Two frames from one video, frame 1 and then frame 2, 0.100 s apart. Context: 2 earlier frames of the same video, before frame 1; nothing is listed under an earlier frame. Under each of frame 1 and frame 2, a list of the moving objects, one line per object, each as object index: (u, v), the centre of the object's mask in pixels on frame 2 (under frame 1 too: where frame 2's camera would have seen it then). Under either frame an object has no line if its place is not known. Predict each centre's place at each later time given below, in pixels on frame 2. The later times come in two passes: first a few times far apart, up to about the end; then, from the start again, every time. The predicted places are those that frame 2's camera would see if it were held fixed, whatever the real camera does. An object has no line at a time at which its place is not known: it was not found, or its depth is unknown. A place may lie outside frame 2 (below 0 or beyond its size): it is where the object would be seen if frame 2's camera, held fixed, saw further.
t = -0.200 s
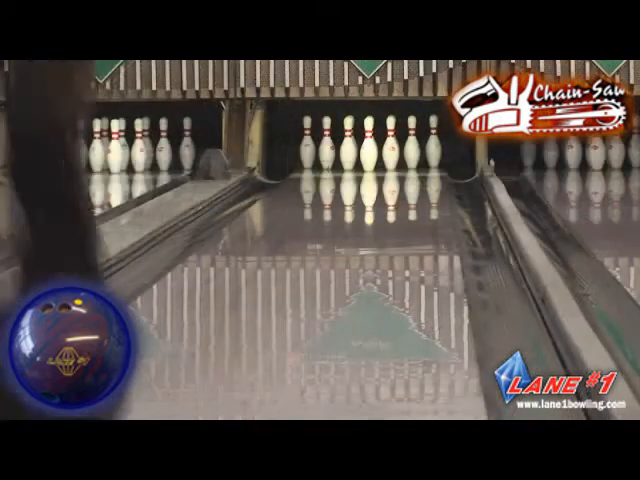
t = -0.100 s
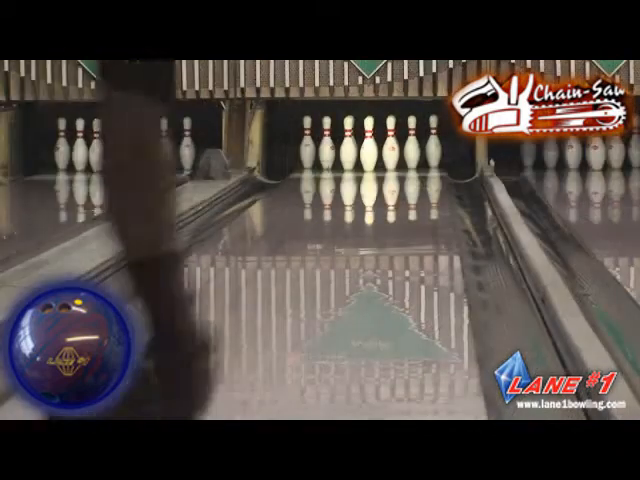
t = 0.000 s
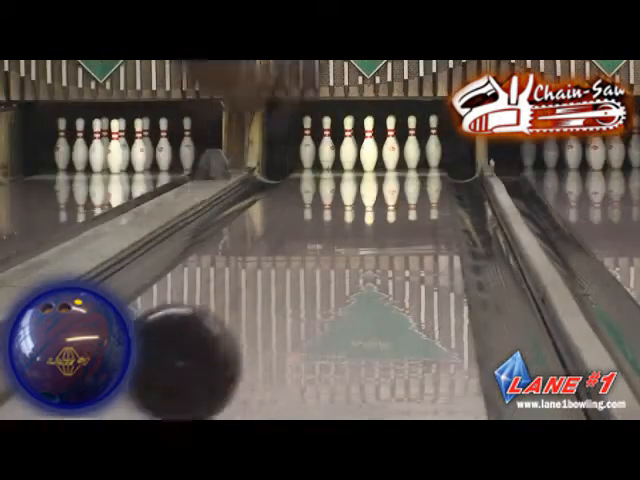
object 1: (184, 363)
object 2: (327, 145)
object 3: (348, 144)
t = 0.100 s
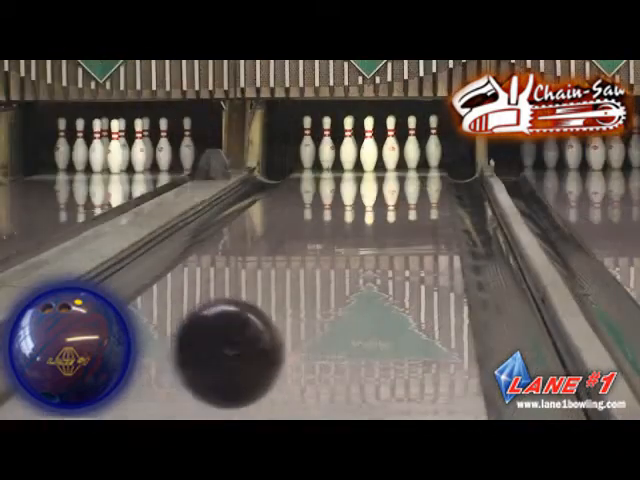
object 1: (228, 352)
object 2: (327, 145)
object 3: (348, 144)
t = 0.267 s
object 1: (288, 335)
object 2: (327, 145)
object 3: (348, 144)
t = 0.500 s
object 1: (342, 284)
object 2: (327, 145)
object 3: (348, 145)
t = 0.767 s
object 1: (380, 246)
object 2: (327, 145)
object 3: (348, 144)
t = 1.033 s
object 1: (404, 219)
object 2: (327, 145)
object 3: (348, 145)
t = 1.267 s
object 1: (416, 201)
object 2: (327, 145)
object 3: (348, 145)
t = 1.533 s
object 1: (421, 186)
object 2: (327, 145)
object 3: (348, 145)
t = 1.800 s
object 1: (417, 175)
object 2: (327, 145)
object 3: (348, 145)
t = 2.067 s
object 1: (405, 166)
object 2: (327, 145)
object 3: (348, 145)
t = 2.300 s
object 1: (388, 160)
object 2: (327, 145)
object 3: (348, 145)
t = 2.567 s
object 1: (381, 155)
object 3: (321, 141)
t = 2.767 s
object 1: (382, 154)
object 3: (307, 155)
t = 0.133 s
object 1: (242, 360)
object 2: (327, 145)
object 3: (348, 144)
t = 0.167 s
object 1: (256, 366)
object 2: (327, 145)
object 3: (348, 144)
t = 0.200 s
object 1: (268, 352)
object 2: (327, 145)
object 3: (348, 144)
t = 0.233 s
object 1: (278, 343)
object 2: (327, 145)
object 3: (348, 144)
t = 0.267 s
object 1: (288, 335)
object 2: (327, 145)
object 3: (348, 144)
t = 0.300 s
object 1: (298, 327)
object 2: (327, 145)
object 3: (348, 144)
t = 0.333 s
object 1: (306, 319)
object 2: (327, 145)
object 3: (348, 145)
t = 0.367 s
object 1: (315, 311)
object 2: (327, 145)
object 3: (348, 144)
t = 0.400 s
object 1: (322, 303)
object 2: (327, 145)
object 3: (348, 144)
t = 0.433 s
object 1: (329, 297)
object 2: (327, 145)
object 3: (348, 144)
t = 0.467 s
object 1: (336, 291)
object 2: (327, 145)
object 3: (348, 144)
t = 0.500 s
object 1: (342, 284)
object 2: (327, 145)
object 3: (348, 145)
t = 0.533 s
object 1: (348, 279)
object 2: (327, 145)
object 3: (348, 144)
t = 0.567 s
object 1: (353, 273)
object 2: (327, 153)
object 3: (348, 145)
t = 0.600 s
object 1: (358, 269)
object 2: (327, 145)
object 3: (348, 144)
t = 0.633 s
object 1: (364, 264)
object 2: (327, 145)
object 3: (348, 144)
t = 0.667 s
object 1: (368, 259)
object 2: (327, 145)
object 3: (348, 145)
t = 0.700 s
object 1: (372, 255)
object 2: (327, 145)
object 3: (348, 144)
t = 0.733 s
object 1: (376, 251)
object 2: (327, 145)
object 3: (348, 145)
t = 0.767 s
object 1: (380, 246)
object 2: (327, 145)
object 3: (348, 144)
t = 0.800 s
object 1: (384, 243)
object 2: (327, 145)
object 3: (348, 144)
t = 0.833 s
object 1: (387, 239)
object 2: (327, 145)
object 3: (348, 145)
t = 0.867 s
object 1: (390, 235)
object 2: (327, 145)
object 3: (348, 145)
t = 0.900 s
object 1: (393, 231)
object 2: (327, 145)
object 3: (348, 144)
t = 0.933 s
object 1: (396, 228)
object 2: (327, 145)
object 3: (348, 145)
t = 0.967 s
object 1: (399, 225)
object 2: (327, 145)
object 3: (348, 145)
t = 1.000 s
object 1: (401, 221)
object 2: (327, 145)
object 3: (348, 145)
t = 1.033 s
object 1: (404, 219)
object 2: (327, 145)
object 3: (348, 145)
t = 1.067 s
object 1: (406, 216)
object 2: (327, 145)
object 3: (348, 145)
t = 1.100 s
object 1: (408, 213)
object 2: (327, 145)
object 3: (348, 145)
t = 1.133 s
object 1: (410, 210)
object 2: (327, 145)
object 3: (348, 145)
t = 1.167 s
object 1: (412, 208)
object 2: (327, 145)
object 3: (348, 145)
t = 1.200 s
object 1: (414, 206)
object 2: (327, 145)
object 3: (348, 145)
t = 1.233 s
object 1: (415, 204)
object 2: (327, 145)
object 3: (348, 145)
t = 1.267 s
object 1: (416, 201)
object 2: (327, 145)
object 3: (348, 145)
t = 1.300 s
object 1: (417, 199)
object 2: (327, 145)
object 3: (348, 145)
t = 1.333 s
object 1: (418, 197)
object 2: (327, 145)
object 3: (348, 145)
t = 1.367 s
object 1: (419, 195)
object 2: (327, 145)
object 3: (348, 145)
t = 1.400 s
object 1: (419, 193)
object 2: (327, 145)
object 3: (348, 145)
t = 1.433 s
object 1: (420, 191)
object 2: (327, 145)
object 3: (348, 145)
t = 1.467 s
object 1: (420, 189)
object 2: (327, 145)
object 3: (348, 145)
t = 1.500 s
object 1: (421, 188)
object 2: (327, 145)
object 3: (348, 145)
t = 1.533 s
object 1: (421, 186)
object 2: (327, 145)
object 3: (348, 145)
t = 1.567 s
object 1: (421, 184)
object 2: (327, 145)
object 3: (348, 145)
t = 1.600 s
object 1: (421, 183)
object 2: (327, 145)
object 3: (348, 145)
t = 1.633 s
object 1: (421, 181)
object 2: (327, 145)
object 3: (348, 145)
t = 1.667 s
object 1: (421, 180)
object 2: (327, 145)
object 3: (348, 145)
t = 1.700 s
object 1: (420, 179)
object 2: (327, 145)
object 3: (348, 145)
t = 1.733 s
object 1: (419, 177)
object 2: (327, 145)
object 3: (348, 145)
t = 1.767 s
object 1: (419, 176)
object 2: (327, 145)
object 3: (348, 145)
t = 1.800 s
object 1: (417, 175)
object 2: (327, 145)
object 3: (348, 145)
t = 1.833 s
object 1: (416, 173)
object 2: (327, 145)
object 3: (348, 145)
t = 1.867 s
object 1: (416, 172)
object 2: (327, 145)
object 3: (348, 145)
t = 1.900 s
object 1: (415, 171)
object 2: (327, 145)
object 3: (348, 145)
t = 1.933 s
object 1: (413, 170)
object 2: (327, 145)
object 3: (348, 145)
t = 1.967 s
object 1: (411, 169)
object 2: (327, 145)
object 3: (348, 145)
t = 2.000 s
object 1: (409, 168)
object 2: (327, 145)
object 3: (348, 145)
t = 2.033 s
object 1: (407, 167)
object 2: (327, 145)
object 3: (348, 145)
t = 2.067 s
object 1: (405, 166)
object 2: (327, 145)
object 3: (348, 145)
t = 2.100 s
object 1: (403, 165)
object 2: (327, 145)
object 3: (348, 145)
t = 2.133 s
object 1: (400, 164)
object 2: (327, 145)
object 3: (348, 145)
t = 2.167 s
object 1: (398, 163)
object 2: (327, 145)
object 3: (348, 145)
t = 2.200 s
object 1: (396, 162)
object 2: (327, 145)
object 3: (348, 145)
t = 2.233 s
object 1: (394, 161)
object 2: (327, 145)
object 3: (348, 144)
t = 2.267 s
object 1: (390, 161)
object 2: (327, 145)
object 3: (348, 145)
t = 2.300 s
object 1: (388, 160)
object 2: (327, 145)
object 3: (348, 145)
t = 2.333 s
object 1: (386, 159)
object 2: (327, 145)
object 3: (348, 145)
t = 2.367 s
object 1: (383, 158)
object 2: (327, 145)
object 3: (348, 145)
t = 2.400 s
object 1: (381, 157)
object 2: (327, 145)
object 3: (348, 145)
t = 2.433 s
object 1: (381, 157)
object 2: (327, 145)
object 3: (346, 144)
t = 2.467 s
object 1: (382, 156)
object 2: (325, 143)
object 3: (337, 144)
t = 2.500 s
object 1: (381, 156)
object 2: (318, 148)
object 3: (331, 143)
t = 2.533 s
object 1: (380, 156)
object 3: (327, 144)
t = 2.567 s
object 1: (381, 155)
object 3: (321, 141)
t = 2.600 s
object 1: (382, 154)
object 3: (317, 142)
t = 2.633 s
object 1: (382, 154)
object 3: (313, 145)
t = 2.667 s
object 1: (382, 154)
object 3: (313, 158)
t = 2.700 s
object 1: (382, 154)
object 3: (311, 160)
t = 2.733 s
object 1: (382, 154)
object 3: (309, 159)
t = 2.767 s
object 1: (382, 154)
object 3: (307, 155)
